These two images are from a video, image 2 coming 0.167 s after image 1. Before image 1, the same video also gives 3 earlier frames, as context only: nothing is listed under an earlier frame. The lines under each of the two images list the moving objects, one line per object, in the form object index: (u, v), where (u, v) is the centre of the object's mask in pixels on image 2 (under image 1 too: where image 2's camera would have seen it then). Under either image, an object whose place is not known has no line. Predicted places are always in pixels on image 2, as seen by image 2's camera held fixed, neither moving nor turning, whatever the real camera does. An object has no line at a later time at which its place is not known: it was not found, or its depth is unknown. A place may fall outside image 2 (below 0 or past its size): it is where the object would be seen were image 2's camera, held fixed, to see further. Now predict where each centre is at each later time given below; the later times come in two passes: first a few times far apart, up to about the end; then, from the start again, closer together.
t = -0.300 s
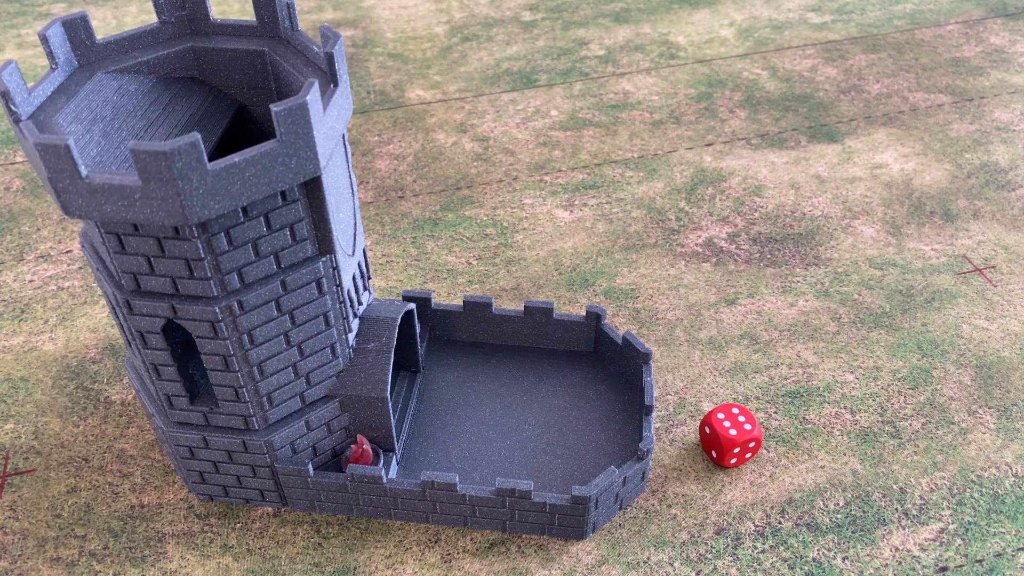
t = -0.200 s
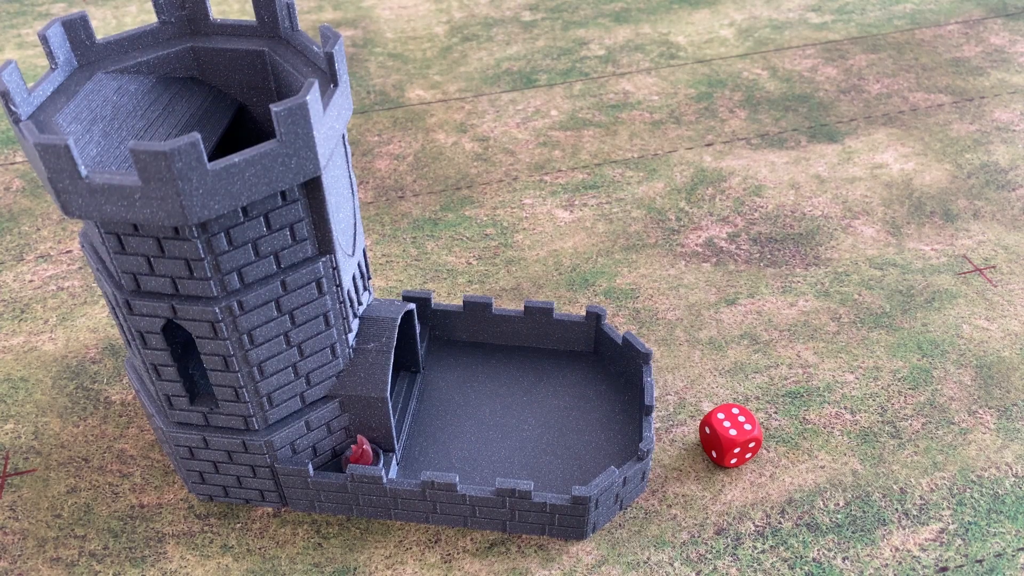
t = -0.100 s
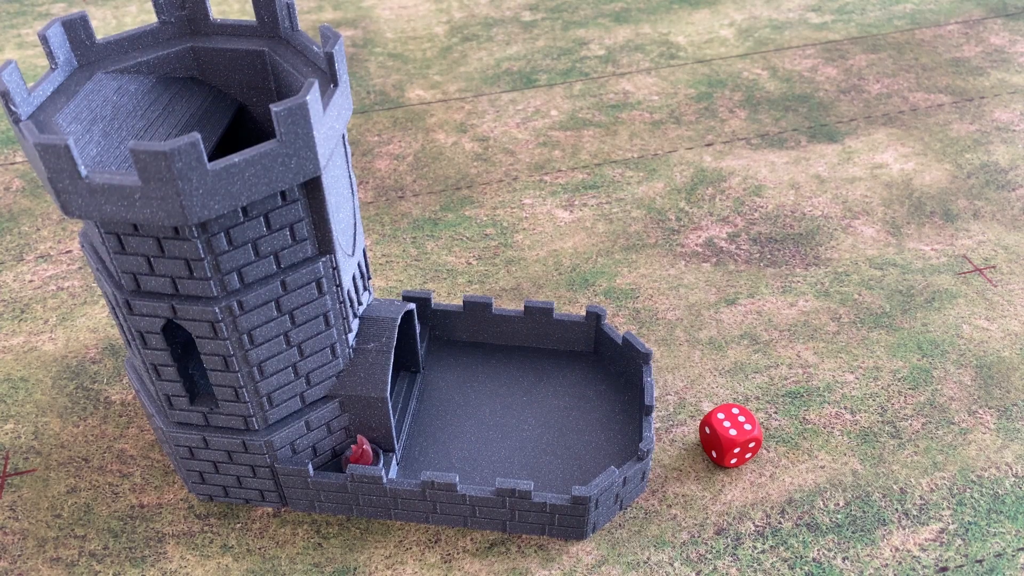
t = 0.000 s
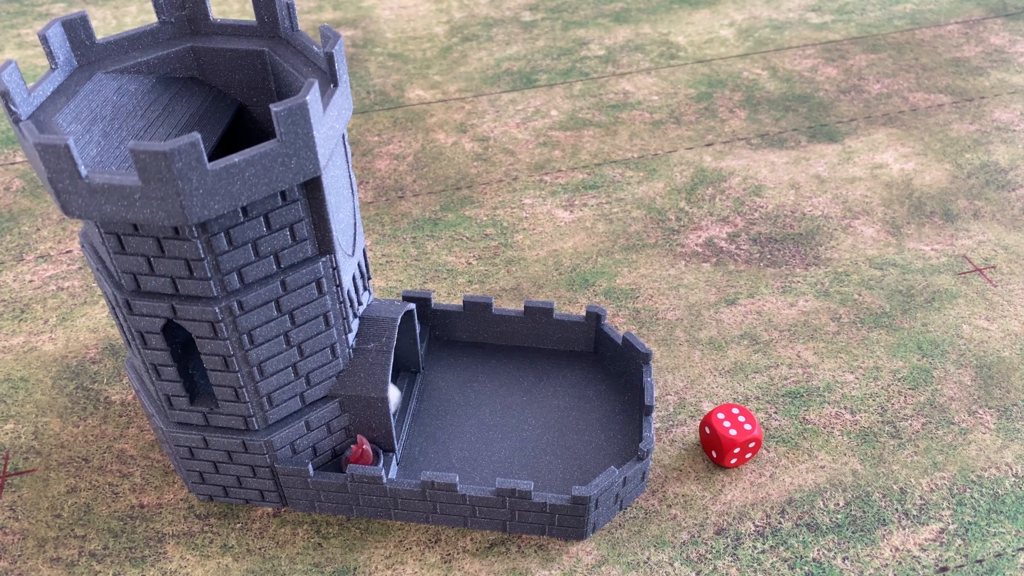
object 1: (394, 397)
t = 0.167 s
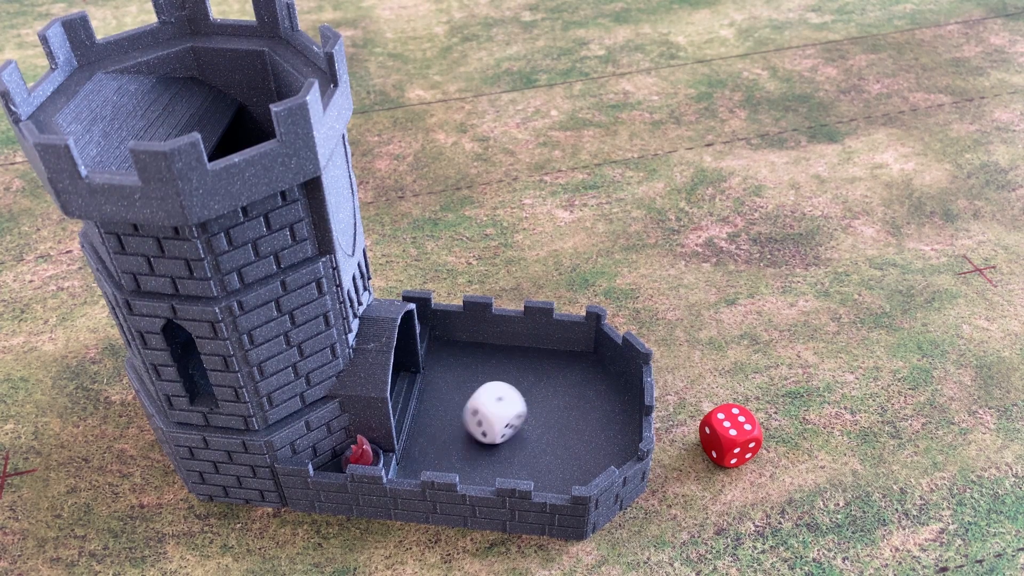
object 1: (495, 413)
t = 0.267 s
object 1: (543, 408)
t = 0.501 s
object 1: (549, 409)
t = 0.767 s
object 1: (549, 409)
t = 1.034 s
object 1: (549, 409)
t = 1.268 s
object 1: (549, 409)
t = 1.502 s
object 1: (549, 409)
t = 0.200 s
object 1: (515, 410)
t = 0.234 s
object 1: (531, 408)
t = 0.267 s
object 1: (543, 408)
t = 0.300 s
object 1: (548, 408)
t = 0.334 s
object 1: (549, 409)
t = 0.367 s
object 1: (549, 409)
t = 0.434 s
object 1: (549, 409)
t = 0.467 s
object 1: (549, 409)
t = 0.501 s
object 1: (549, 409)
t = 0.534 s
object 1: (549, 409)
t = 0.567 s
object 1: (549, 409)
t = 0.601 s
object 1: (549, 409)
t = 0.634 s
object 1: (549, 409)
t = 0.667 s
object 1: (549, 409)
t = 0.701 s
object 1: (549, 409)
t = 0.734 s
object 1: (549, 409)
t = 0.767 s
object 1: (549, 409)
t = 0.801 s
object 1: (549, 409)
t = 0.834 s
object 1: (549, 409)
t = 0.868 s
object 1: (549, 409)
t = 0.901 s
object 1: (549, 409)
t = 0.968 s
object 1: (549, 409)
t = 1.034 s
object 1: (549, 409)
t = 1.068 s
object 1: (549, 409)
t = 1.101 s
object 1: (549, 409)
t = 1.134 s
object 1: (549, 409)
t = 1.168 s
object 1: (549, 409)
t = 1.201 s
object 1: (549, 409)
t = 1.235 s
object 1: (549, 409)
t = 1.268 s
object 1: (549, 409)
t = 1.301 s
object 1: (549, 409)
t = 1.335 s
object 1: (549, 409)
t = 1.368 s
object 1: (549, 409)
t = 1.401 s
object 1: (549, 409)
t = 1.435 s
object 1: (549, 409)
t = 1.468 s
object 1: (549, 409)
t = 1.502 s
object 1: (549, 409)
